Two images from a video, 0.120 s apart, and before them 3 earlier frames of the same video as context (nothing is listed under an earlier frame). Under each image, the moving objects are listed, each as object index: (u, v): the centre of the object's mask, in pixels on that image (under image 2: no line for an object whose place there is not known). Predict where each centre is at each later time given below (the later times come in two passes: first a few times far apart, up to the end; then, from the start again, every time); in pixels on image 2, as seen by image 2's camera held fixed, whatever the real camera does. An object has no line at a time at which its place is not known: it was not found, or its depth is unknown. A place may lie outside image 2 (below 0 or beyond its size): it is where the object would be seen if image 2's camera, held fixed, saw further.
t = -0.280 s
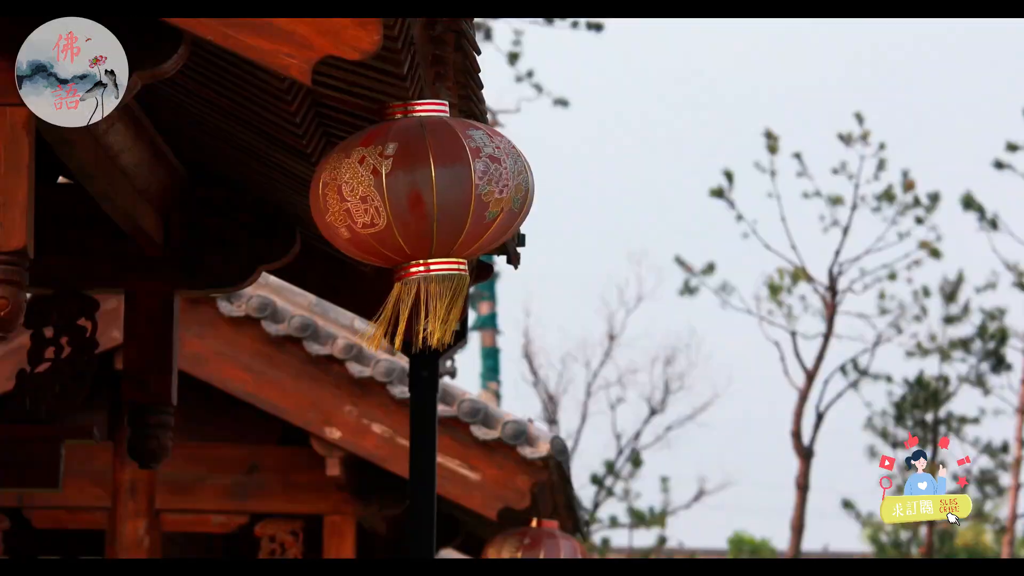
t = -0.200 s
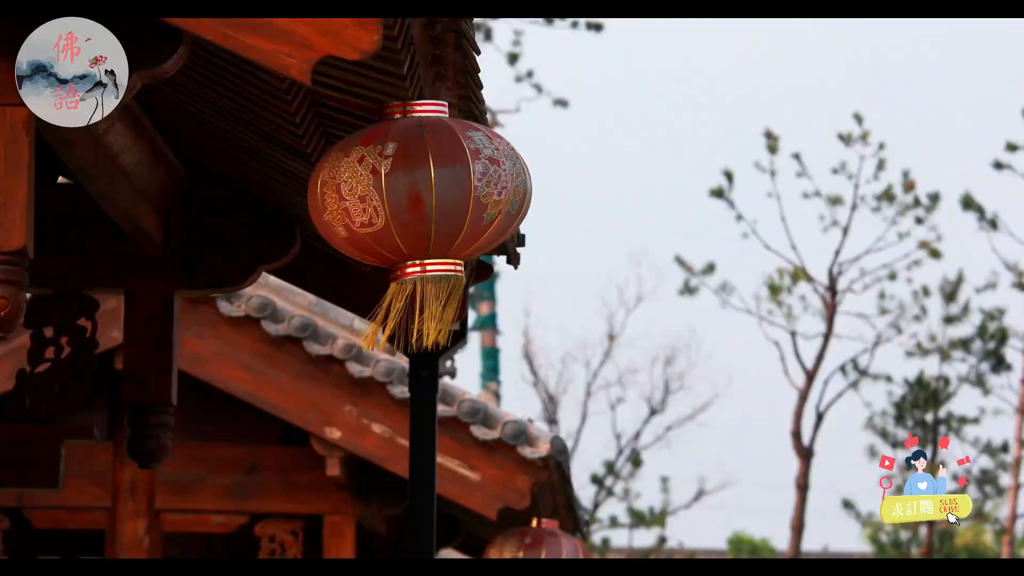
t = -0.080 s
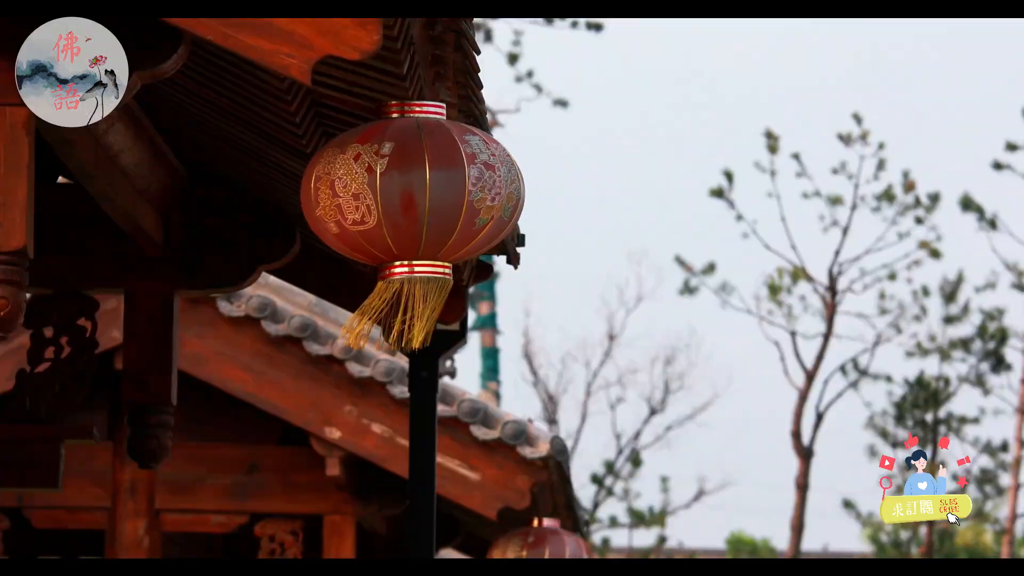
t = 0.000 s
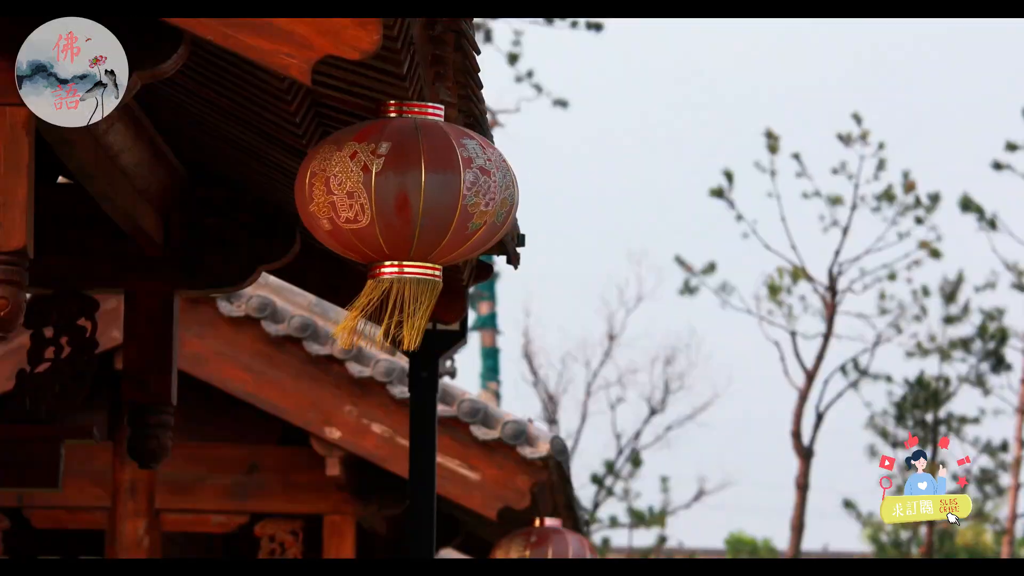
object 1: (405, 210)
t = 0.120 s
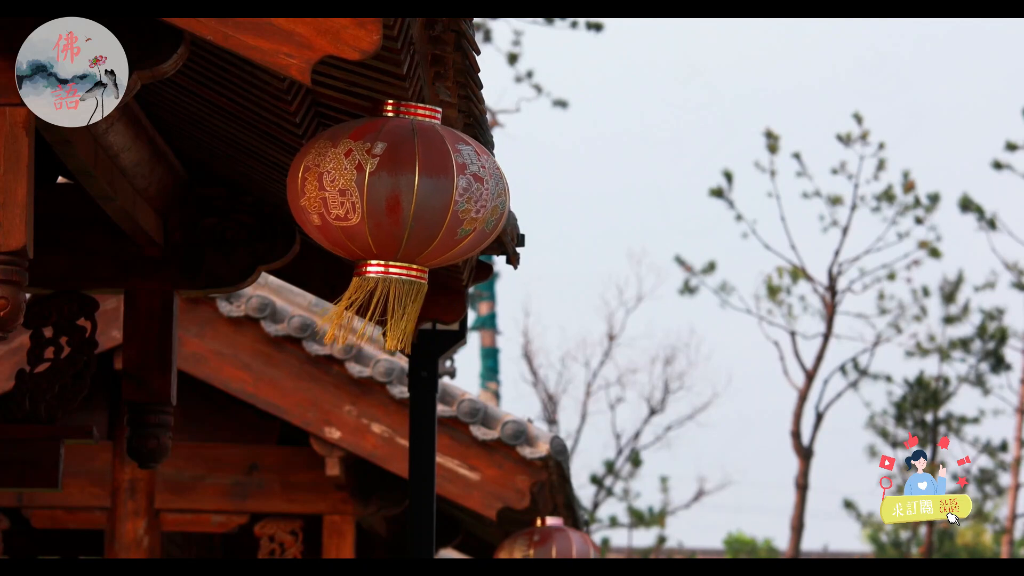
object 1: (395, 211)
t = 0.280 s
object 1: (387, 210)
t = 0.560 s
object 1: (391, 207)
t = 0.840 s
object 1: (406, 207)
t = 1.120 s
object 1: (405, 206)
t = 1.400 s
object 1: (389, 208)
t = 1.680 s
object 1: (387, 208)
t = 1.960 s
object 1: (407, 209)
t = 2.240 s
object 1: (417, 209)
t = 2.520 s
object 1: (405, 206)
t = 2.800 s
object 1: (390, 203)
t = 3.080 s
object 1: (395, 207)
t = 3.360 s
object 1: (408, 204)
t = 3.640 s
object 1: (409, 204)
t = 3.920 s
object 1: (398, 203)
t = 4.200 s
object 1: (389, 205)
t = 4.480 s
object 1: (402, 208)
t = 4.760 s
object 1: (421, 204)
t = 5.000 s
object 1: (418, 201)
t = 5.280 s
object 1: (397, 203)
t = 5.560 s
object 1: (388, 204)
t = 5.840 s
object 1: (404, 209)
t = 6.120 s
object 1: (416, 205)
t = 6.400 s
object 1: (402, 204)
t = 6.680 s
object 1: (392, 206)
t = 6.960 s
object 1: (396, 208)
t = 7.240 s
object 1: (410, 208)
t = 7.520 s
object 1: (414, 206)
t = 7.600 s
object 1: (412, 206)
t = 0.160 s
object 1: (393, 210)
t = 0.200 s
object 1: (391, 209)
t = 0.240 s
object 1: (388, 210)
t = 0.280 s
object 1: (387, 210)
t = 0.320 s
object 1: (386, 210)
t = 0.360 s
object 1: (385, 211)
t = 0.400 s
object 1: (385, 211)
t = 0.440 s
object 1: (386, 210)
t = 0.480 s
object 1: (387, 209)
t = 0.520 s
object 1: (389, 208)
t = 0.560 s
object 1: (391, 207)
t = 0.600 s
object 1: (393, 207)
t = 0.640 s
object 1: (396, 205)
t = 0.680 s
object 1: (398, 205)
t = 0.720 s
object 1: (399, 207)
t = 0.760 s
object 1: (403, 206)
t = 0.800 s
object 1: (405, 206)
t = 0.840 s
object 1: (406, 207)
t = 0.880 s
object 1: (407, 208)
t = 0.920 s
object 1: (408, 208)
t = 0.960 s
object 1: (408, 207)
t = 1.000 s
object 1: (408, 207)
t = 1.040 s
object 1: (408, 206)
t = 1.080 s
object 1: (406, 206)
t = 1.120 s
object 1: (405, 206)
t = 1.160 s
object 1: (403, 206)
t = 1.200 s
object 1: (401, 207)
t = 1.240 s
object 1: (399, 207)
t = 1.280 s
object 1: (396, 207)
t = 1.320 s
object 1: (393, 207)
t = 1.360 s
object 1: (391, 208)
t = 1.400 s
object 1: (389, 208)
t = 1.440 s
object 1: (387, 208)
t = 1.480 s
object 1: (385, 208)
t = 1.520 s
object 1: (384, 208)
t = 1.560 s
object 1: (384, 208)
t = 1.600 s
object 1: (385, 209)
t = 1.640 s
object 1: (386, 208)
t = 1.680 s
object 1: (387, 208)
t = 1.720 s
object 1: (390, 208)
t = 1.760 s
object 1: (392, 209)
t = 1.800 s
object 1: (395, 209)
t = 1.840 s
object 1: (397, 210)
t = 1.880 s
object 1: (401, 210)
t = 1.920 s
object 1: (404, 209)
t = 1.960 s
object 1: (407, 209)
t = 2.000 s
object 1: (410, 209)
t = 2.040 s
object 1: (412, 209)
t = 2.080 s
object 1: (414, 210)
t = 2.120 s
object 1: (415, 210)
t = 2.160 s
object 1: (416, 210)
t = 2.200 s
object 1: (417, 209)
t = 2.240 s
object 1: (417, 209)
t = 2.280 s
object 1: (417, 209)
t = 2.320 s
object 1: (416, 209)
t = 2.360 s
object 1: (415, 208)
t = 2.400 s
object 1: (413, 208)
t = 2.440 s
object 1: (410, 207)
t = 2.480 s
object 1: (407, 207)
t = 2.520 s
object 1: (405, 206)
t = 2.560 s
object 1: (402, 206)
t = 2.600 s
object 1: (399, 205)
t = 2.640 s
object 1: (397, 204)
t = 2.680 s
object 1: (395, 204)
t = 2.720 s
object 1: (393, 203)
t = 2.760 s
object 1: (391, 203)
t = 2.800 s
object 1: (390, 203)
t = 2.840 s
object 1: (390, 203)
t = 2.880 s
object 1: (390, 205)
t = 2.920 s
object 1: (390, 205)
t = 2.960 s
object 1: (391, 205)
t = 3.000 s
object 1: (392, 206)
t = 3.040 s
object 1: (393, 207)
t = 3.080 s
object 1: (395, 207)
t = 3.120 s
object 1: (397, 207)
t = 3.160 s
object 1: (399, 207)
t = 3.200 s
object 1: (402, 206)
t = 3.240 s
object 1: (404, 205)
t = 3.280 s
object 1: (405, 205)
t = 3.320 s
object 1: (407, 205)
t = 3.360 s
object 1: (408, 204)
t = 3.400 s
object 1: (409, 204)
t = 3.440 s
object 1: (410, 204)
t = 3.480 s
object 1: (410, 204)
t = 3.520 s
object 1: (410, 204)
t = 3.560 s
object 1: (410, 204)
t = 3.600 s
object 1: (409, 204)
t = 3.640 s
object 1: (409, 204)
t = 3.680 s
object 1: (408, 203)
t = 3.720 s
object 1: (407, 203)
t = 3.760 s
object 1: (406, 202)
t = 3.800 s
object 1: (404, 202)
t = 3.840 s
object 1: (402, 202)
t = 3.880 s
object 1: (400, 203)
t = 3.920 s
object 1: (398, 203)
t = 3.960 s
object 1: (396, 203)
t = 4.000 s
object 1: (394, 203)
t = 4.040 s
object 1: (392, 204)
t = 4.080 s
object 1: (391, 204)
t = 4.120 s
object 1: (390, 204)
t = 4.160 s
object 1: (389, 204)
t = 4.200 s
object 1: (389, 205)
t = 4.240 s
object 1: (390, 205)
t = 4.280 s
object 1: (391, 206)
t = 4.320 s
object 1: (392, 207)
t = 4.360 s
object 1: (394, 208)
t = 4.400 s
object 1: (396, 208)
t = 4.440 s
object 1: (399, 208)
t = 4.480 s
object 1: (402, 208)
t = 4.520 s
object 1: (405, 207)
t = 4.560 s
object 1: (409, 207)
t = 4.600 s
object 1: (412, 207)
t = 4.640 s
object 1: (415, 207)
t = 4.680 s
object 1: (418, 206)
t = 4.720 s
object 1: (419, 206)
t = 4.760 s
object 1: (421, 204)
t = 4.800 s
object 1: (422, 203)
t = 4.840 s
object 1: (423, 202)
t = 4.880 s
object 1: (422, 201)
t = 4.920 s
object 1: (421, 201)
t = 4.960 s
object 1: (420, 201)
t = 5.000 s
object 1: (418, 201)
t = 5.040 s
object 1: (416, 201)
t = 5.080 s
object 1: (413, 202)
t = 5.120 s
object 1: (409, 202)
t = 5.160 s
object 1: (406, 203)
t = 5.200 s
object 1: (403, 203)
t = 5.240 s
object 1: (400, 203)
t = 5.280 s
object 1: (397, 203)
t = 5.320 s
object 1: (394, 203)
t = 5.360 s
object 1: (392, 203)
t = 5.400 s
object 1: (390, 203)
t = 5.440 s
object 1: (388, 203)
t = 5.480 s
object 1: (388, 204)
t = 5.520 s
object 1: (388, 204)
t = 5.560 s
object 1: (388, 204)
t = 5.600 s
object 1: (389, 206)
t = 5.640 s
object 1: (391, 206)
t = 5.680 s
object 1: (393, 207)
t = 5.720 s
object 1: (396, 207)
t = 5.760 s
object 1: (398, 208)
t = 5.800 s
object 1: (401, 209)
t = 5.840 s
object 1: (404, 209)
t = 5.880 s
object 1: (407, 209)
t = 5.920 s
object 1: (410, 209)
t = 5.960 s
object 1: (412, 209)
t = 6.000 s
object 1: (414, 208)
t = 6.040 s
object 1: (415, 207)
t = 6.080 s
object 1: (416, 206)
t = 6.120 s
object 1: (416, 205)
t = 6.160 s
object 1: (415, 204)
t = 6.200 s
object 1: (414, 204)
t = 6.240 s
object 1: (412, 205)
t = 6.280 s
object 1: (410, 204)
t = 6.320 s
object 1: (407, 204)
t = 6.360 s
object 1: (405, 204)
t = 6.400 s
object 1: (402, 204)
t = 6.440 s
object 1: (400, 204)
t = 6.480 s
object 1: (398, 204)
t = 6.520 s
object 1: (396, 204)
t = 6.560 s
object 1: (394, 205)
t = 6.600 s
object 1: (393, 205)
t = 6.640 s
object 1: (392, 205)
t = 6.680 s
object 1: (392, 206)
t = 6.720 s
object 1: (391, 206)
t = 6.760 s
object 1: (391, 206)
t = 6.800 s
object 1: (391, 206)
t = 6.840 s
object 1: (392, 207)
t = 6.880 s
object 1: (393, 207)
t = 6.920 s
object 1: (394, 207)
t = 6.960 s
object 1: (396, 208)
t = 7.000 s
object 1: (398, 208)
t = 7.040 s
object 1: (400, 208)
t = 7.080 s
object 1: (402, 209)
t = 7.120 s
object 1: (404, 209)
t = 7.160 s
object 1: (406, 208)
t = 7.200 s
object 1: (408, 208)
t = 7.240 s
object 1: (410, 208)
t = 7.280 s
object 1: (412, 207)
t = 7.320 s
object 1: (413, 207)
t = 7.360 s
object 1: (414, 207)
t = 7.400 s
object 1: (415, 206)
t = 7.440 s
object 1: (415, 206)
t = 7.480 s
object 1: (415, 206)
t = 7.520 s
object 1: (414, 206)
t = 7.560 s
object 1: (414, 206)
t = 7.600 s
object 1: (412, 206)
